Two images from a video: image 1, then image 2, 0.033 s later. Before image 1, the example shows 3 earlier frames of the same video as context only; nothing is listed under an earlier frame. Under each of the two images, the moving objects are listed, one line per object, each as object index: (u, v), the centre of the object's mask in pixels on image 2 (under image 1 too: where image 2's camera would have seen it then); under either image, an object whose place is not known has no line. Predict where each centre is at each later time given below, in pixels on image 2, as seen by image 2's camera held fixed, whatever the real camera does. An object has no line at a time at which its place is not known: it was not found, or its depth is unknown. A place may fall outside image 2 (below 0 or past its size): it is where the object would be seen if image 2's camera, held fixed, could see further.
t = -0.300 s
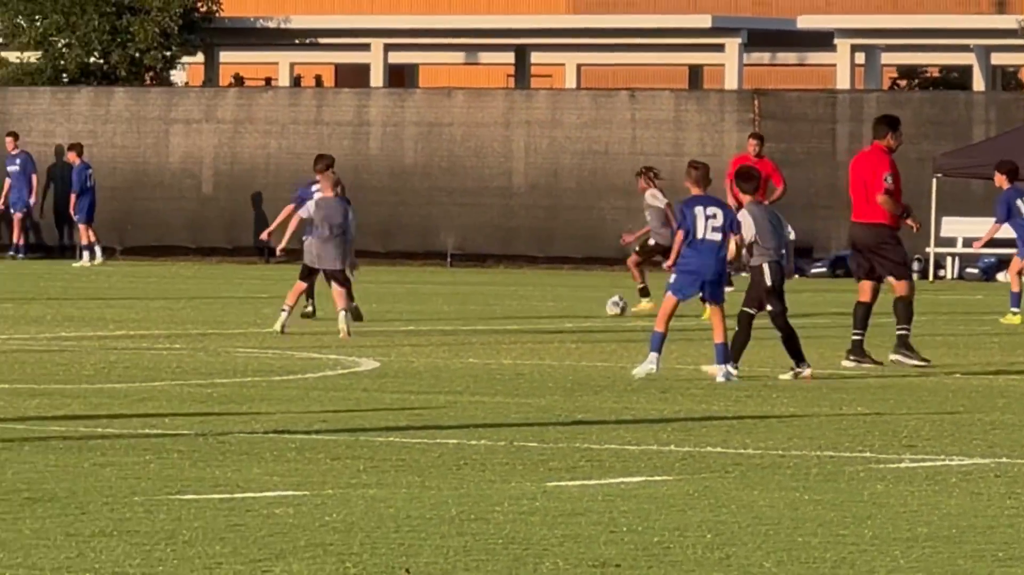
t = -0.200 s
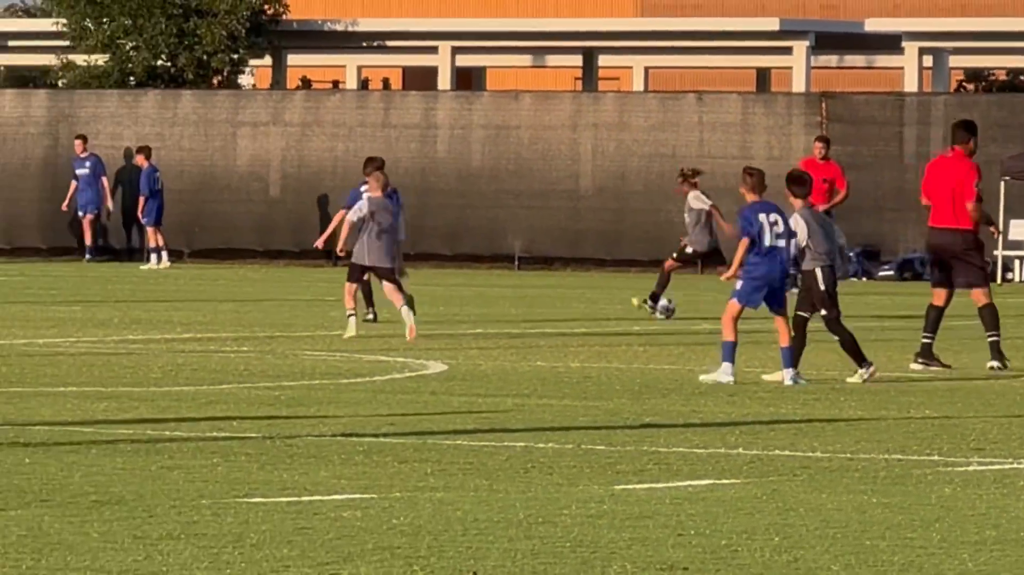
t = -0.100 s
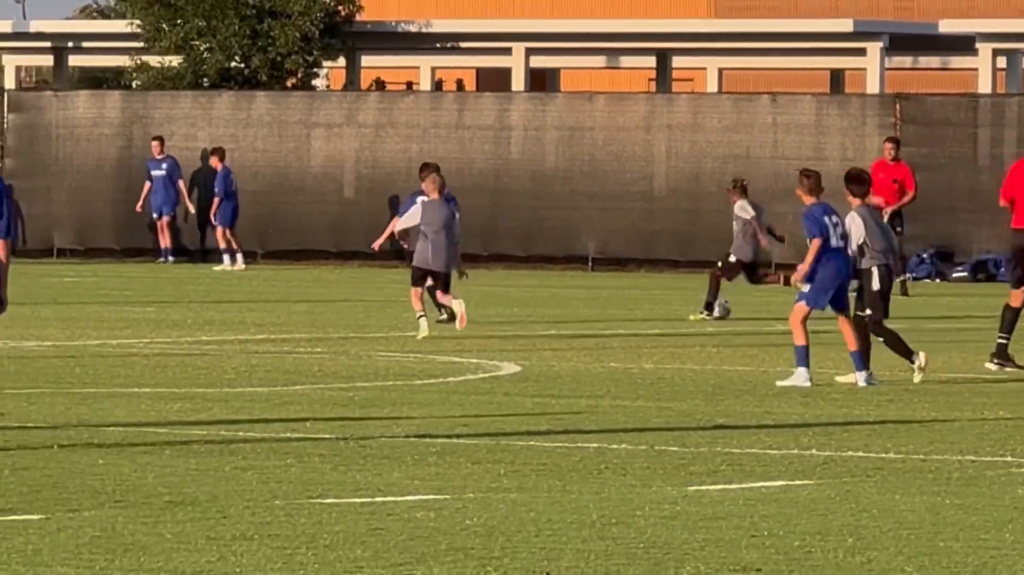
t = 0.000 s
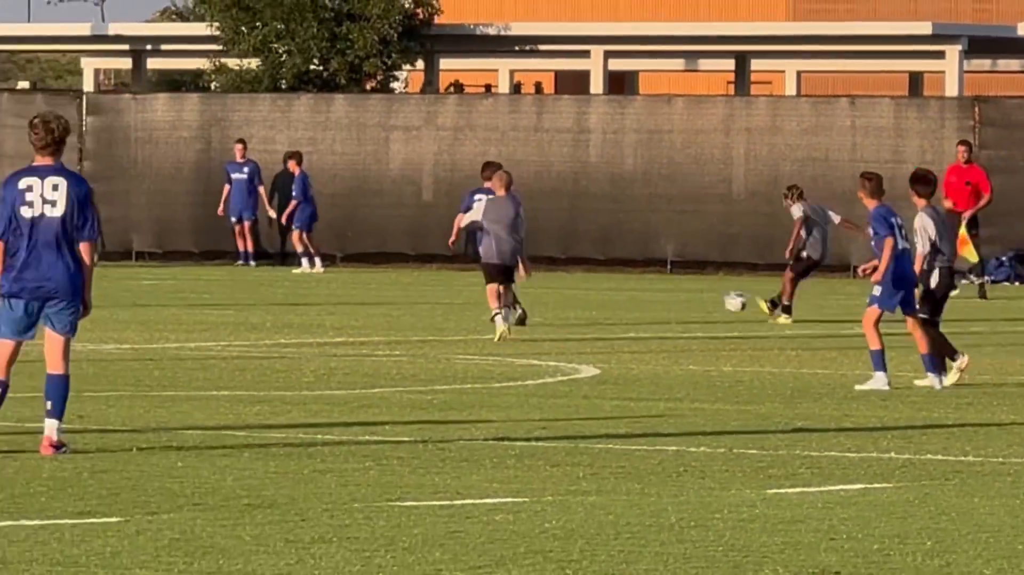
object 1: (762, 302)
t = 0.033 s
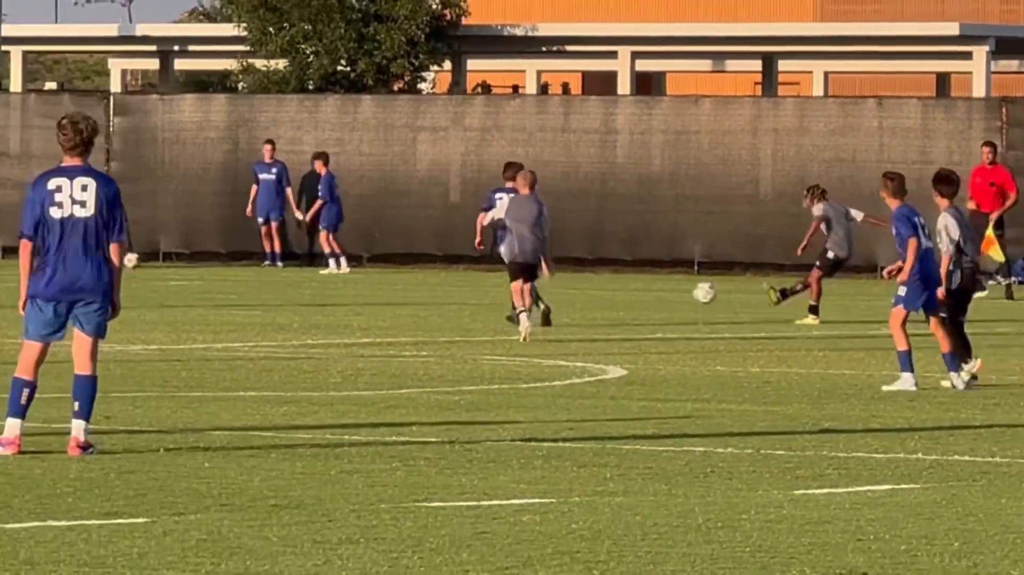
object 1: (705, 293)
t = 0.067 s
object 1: (647, 284)
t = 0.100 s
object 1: (590, 277)
